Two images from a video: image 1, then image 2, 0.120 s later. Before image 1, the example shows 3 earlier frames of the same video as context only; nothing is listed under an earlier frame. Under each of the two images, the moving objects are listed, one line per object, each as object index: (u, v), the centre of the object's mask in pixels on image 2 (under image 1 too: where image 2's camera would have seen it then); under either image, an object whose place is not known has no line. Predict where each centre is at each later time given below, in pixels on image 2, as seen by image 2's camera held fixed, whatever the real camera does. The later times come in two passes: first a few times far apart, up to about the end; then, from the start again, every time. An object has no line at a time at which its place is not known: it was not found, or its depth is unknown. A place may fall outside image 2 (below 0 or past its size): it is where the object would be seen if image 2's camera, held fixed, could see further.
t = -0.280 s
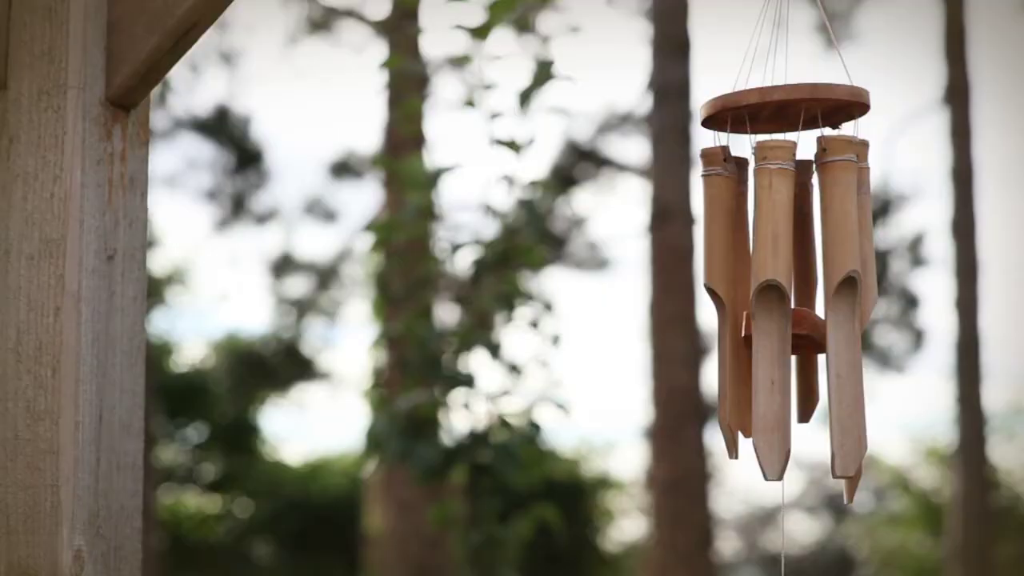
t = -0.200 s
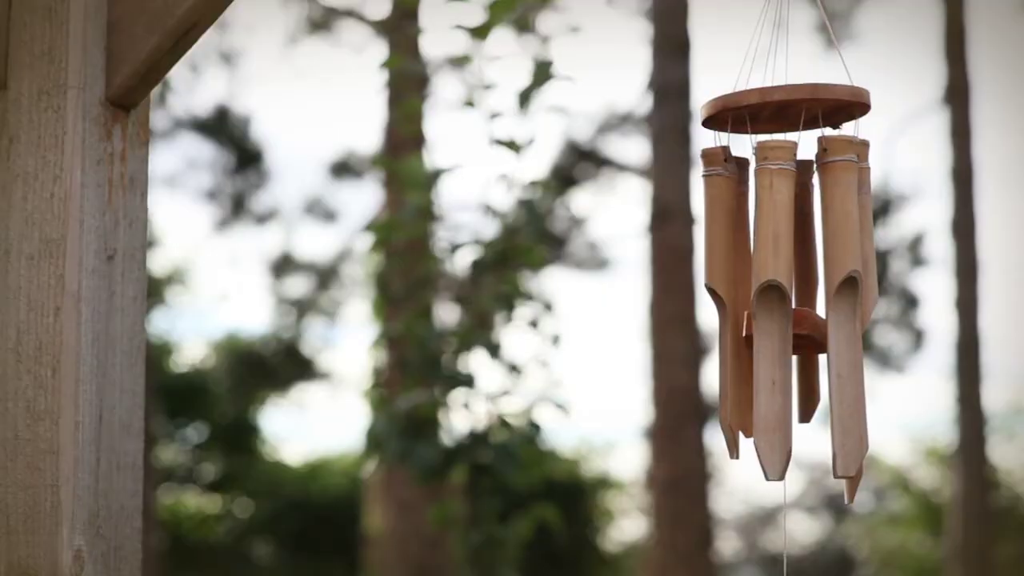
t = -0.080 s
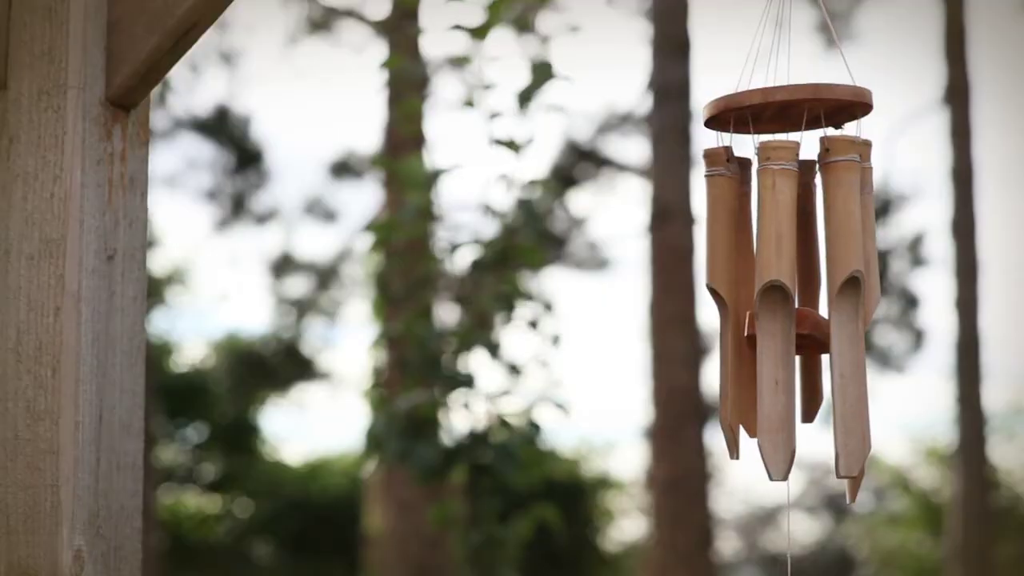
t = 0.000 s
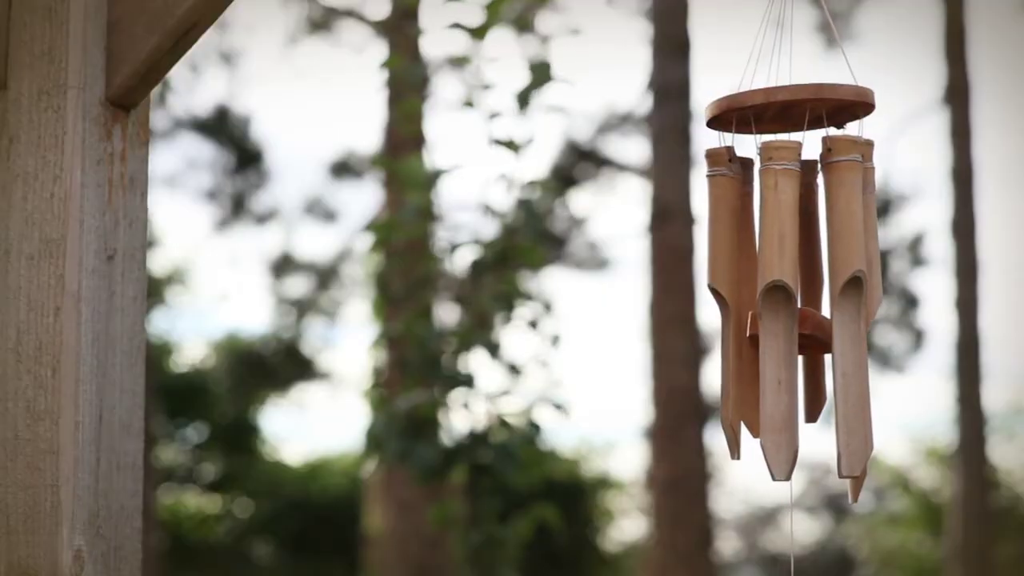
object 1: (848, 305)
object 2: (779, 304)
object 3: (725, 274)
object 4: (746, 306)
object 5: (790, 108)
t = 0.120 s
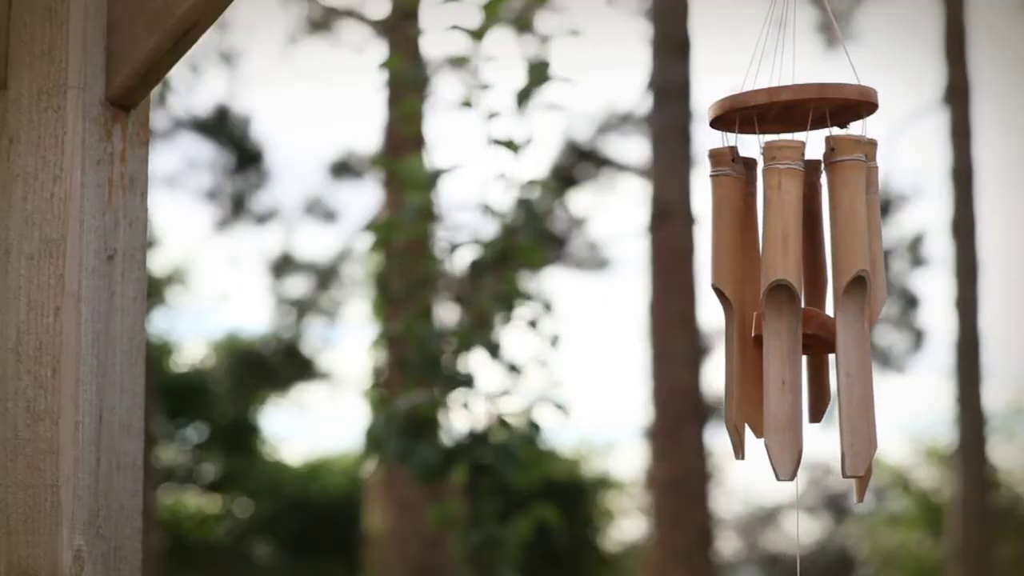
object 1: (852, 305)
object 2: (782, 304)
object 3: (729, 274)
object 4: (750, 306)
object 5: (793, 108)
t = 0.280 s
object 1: (857, 304)
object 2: (787, 304)
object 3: (734, 273)
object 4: (755, 305)
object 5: (797, 108)
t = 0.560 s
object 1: (858, 304)
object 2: (790, 302)
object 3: (737, 269)
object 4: (757, 308)
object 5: (798, 107)
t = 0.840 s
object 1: (849, 306)
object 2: (782, 303)
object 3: (730, 271)
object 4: (750, 301)
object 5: (793, 108)
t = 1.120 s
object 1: (842, 306)
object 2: (773, 304)
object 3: (720, 273)
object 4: (741, 303)
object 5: (786, 109)
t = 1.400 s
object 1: (834, 306)
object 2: (768, 304)
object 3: (715, 277)
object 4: (736, 304)
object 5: (782, 109)
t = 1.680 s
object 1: (834, 306)
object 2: (765, 304)
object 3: (714, 272)
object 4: (735, 296)
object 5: (780, 109)
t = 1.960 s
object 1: (836, 305)
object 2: (770, 303)
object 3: (714, 279)
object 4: (736, 308)
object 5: (781, 108)
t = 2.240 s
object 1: (845, 305)
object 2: (779, 303)
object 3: (723, 270)
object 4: (743, 320)
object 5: (786, 107)
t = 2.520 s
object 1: (847, 299)
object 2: (792, 303)
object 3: (731, 275)
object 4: (750, 325)
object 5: (792, 107)
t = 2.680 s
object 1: (849, 304)
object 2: (796, 306)
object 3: (729, 282)
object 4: (750, 330)
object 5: (794, 109)
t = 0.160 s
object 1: (853, 305)
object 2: (784, 304)
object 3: (730, 273)
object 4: (751, 307)
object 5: (794, 108)
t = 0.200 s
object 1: (854, 305)
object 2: (785, 304)
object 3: (731, 273)
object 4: (752, 306)
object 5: (795, 108)
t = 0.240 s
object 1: (856, 305)
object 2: (786, 304)
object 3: (733, 274)
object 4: (753, 305)
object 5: (796, 108)
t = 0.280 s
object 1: (857, 304)
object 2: (787, 304)
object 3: (734, 273)
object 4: (755, 305)
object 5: (797, 108)
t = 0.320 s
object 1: (858, 304)
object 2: (788, 303)
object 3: (735, 273)
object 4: (756, 305)
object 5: (797, 108)
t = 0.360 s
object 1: (859, 304)
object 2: (789, 303)
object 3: (736, 272)
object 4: (757, 305)
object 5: (798, 107)
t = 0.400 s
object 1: (859, 304)
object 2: (789, 303)
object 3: (736, 271)
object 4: (757, 307)
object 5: (798, 107)
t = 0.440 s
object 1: (859, 304)
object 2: (790, 303)
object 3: (737, 269)
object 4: (758, 307)
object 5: (798, 107)
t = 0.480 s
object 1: (859, 304)
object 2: (790, 303)
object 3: (737, 269)
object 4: (758, 307)
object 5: (798, 107)
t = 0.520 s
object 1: (858, 304)
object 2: (790, 303)
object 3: (737, 268)
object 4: (757, 308)
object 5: (799, 107)
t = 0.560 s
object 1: (858, 304)
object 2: (790, 302)
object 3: (737, 269)
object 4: (757, 308)
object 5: (798, 107)
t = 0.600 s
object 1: (856, 304)
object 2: (789, 302)
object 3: (737, 270)
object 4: (757, 306)
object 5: (798, 107)
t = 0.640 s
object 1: (855, 304)
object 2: (788, 303)
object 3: (736, 270)
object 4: (756, 306)
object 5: (797, 107)
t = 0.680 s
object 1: (853, 305)
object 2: (787, 303)
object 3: (735, 270)
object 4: (755, 304)
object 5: (797, 107)
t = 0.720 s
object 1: (852, 306)
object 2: (786, 303)
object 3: (734, 271)
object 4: (755, 302)
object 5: (796, 107)
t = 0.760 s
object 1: (850, 305)
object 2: (785, 303)
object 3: (733, 273)
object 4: (754, 300)
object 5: (795, 107)
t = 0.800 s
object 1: (850, 306)
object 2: (783, 303)
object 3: (732, 273)
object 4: (751, 302)
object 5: (794, 107)
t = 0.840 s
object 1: (849, 306)
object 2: (782, 303)
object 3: (730, 271)
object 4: (750, 301)
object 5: (793, 108)
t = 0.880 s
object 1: (848, 306)
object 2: (780, 303)
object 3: (728, 273)
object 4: (749, 300)
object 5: (792, 108)
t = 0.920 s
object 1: (847, 306)
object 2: (779, 303)
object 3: (727, 272)
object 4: (747, 299)
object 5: (791, 108)
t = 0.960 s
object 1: (846, 306)
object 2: (777, 303)
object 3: (725, 273)
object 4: (746, 301)
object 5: (790, 108)
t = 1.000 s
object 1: (845, 306)
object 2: (776, 303)
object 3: (724, 273)
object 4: (744, 301)
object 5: (789, 108)
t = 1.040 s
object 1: (844, 306)
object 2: (775, 304)
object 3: (722, 271)
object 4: (743, 303)
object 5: (788, 108)
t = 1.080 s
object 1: (843, 306)
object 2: (773, 304)
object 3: (721, 272)
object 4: (742, 303)
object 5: (787, 109)
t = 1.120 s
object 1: (842, 306)
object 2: (773, 304)
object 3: (720, 273)
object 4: (741, 303)
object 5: (786, 109)
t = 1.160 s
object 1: (841, 307)
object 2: (772, 304)
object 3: (719, 273)
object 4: (740, 306)
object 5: (785, 109)
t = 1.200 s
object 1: (840, 306)
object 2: (771, 304)
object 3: (718, 275)
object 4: (739, 306)
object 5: (785, 109)
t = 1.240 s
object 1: (839, 306)
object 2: (770, 304)
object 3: (717, 276)
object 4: (738, 305)
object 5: (784, 109)
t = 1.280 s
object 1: (837, 306)
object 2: (770, 304)
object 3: (716, 276)
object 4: (738, 305)
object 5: (784, 109)
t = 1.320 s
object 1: (836, 306)
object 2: (769, 304)
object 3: (715, 276)
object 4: (737, 305)
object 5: (783, 109)
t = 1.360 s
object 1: (835, 307)
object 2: (769, 304)
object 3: (715, 276)
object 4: (737, 304)
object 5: (783, 109)
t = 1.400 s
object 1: (834, 306)
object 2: (768, 304)
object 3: (715, 277)
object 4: (736, 304)
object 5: (782, 109)
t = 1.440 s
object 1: (834, 306)
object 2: (767, 304)
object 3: (715, 275)
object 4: (736, 303)
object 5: (782, 109)
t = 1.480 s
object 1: (833, 307)
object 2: (767, 304)
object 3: (715, 274)
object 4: (735, 302)
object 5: (781, 109)
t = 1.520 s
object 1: (832, 307)
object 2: (766, 304)
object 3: (715, 274)
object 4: (735, 301)
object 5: (781, 109)
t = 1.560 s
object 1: (832, 307)
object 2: (765, 304)
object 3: (714, 272)
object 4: (734, 300)
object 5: (780, 109)
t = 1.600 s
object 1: (833, 306)
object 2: (765, 304)
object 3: (714, 273)
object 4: (735, 297)
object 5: (780, 109)
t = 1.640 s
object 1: (833, 306)
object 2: (765, 304)
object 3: (714, 272)
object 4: (735, 296)
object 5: (780, 109)
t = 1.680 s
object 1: (834, 306)
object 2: (765, 304)
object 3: (714, 272)
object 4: (735, 296)
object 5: (780, 109)
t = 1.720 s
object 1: (834, 306)
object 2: (765, 304)
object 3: (714, 272)
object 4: (735, 295)
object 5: (780, 109)
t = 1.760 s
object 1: (835, 306)
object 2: (765, 304)
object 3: (715, 274)
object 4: (735, 297)
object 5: (780, 108)
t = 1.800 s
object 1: (835, 306)
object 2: (766, 303)
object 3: (714, 274)
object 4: (735, 298)
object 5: (780, 108)
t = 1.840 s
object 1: (835, 305)
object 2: (767, 303)
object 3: (714, 277)
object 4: (735, 298)
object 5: (780, 108)
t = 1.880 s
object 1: (836, 305)
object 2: (768, 303)
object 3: (714, 278)
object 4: (735, 301)
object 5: (780, 108)
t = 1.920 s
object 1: (836, 305)
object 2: (769, 303)
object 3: (714, 279)
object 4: (736, 304)
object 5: (781, 108)
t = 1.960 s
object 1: (836, 305)
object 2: (770, 303)
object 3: (714, 279)
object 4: (736, 308)
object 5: (781, 108)
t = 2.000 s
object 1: (836, 305)
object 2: (772, 303)
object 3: (715, 281)
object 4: (737, 311)
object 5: (782, 108)
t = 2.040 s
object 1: (838, 304)
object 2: (773, 304)
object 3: (715, 280)
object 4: (738, 313)
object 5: (783, 107)
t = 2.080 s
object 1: (839, 304)
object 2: (774, 304)
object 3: (716, 279)
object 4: (739, 317)
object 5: (783, 107)
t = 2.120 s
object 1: (840, 307)
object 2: (775, 303)
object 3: (718, 277)
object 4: (739, 318)
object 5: (784, 107)
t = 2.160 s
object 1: (841, 308)
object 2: (777, 303)
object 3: (719, 275)
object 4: (740, 319)
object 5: (785, 107)
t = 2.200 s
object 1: (843, 307)
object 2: (778, 303)
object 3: (721, 272)
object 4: (742, 318)
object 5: (785, 107)
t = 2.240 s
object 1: (845, 305)
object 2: (779, 303)
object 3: (723, 270)
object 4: (743, 320)
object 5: (786, 107)
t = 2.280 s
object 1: (847, 303)
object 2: (780, 302)
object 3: (725, 270)
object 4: (744, 319)
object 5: (786, 107)
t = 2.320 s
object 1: (847, 303)
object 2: (782, 302)
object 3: (727, 270)
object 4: (747, 322)
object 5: (787, 107)
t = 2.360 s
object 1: (848, 305)
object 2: (783, 302)
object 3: (729, 270)
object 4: (748, 325)
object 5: (788, 107)
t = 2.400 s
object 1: (848, 307)
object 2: (785, 303)
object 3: (730, 271)
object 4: (748, 323)
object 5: (789, 107)
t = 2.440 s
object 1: (848, 310)
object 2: (787, 303)
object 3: (730, 274)
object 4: (749, 323)
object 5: (790, 107)
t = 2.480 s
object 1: (847, 299)
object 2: (790, 302)
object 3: (731, 273)
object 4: (749, 325)
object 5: (791, 107)
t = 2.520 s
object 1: (847, 299)
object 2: (792, 303)
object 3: (731, 275)
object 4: (750, 325)
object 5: (792, 107)
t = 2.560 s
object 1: (846, 299)
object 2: (794, 304)
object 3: (731, 278)
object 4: (750, 324)
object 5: (793, 108)
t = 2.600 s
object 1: (846, 299)
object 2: (795, 304)
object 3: (731, 280)
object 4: (750, 325)
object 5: (794, 108)
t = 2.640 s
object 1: (848, 309)
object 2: (796, 305)
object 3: (730, 281)
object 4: (750, 326)
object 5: (794, 108)
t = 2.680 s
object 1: (849, 304)
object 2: (796, 306)
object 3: (729, 282)
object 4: (750, 330)
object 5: (794, 109)
